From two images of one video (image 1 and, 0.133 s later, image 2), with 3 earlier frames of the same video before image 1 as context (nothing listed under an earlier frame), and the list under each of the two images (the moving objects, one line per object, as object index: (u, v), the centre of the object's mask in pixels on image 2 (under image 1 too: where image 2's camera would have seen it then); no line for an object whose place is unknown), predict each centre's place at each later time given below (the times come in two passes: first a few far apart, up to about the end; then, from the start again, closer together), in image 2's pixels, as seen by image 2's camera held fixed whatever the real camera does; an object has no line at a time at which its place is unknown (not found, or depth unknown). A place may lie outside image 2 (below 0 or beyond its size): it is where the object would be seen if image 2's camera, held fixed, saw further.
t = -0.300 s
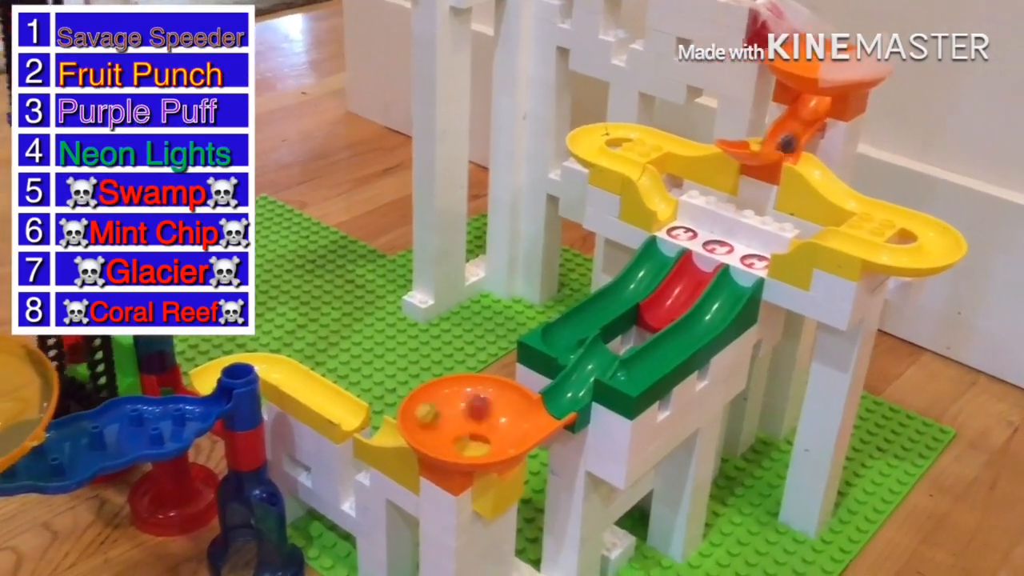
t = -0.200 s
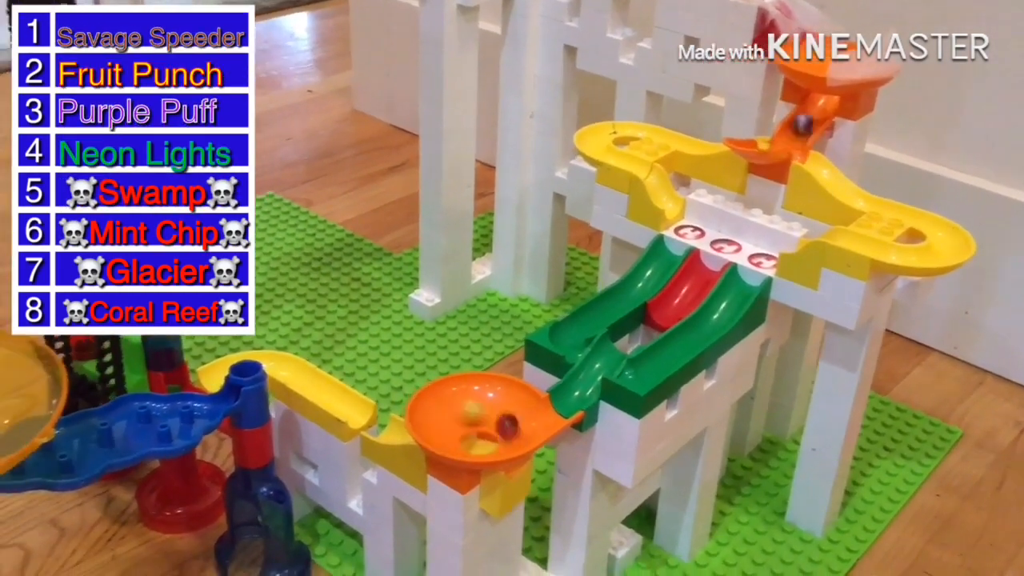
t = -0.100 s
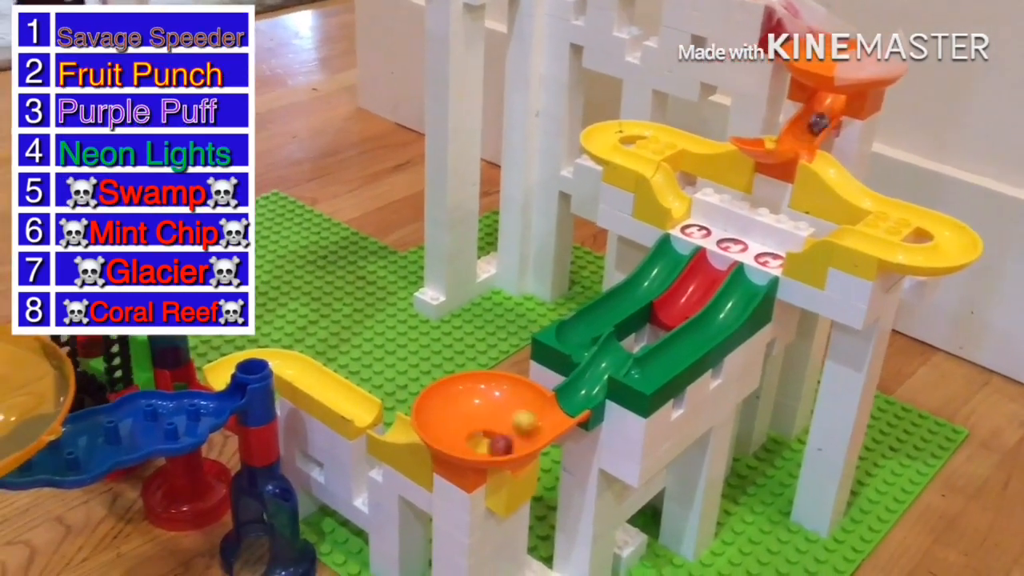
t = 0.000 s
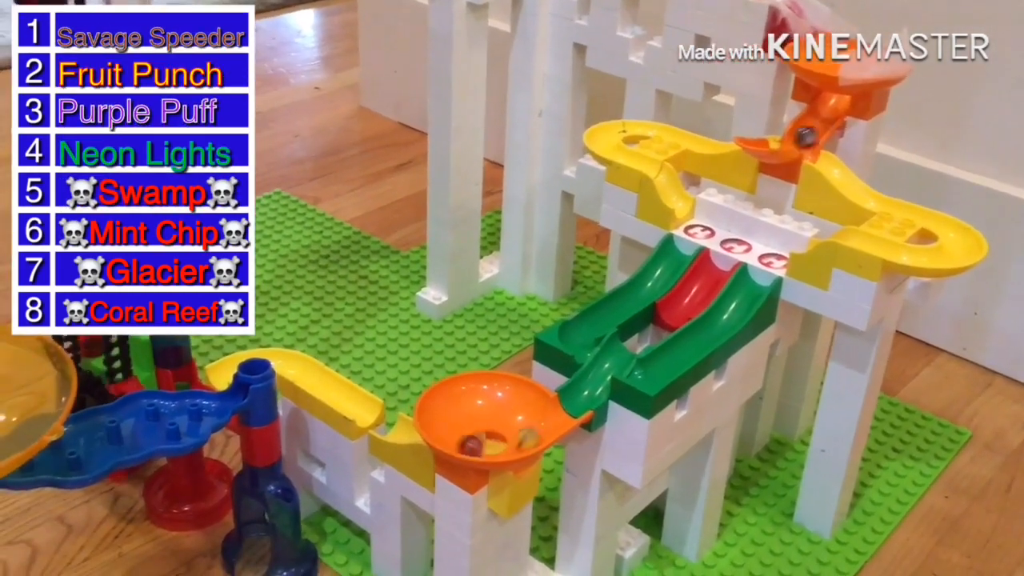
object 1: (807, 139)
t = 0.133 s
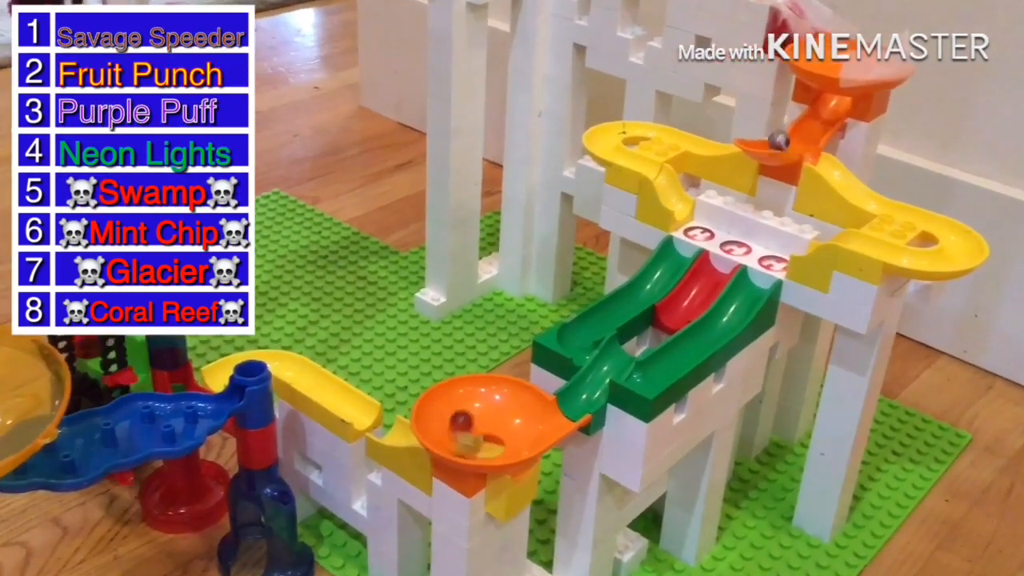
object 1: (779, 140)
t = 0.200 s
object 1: (774, 143)
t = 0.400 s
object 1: (670, 136)
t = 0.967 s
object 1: (783, 252)
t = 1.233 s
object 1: (740, 238)
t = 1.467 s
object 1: (715, 236)
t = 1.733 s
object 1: (691, 253)
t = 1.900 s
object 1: (620, 309)
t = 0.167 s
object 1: (778, 145)
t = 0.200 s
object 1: (774, 143)
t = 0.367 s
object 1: (689, 143)
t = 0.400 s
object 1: (670, 136)
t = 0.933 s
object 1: (784, 252)
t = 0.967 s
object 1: (783, 252)
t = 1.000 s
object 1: (772, 247)
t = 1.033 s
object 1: (763, 243)
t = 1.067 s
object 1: (756, 240)
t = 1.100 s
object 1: (752, 239)
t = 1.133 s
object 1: (749, 238)
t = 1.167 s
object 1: (746, 238)
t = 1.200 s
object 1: (742, 237)
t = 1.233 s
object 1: (740, 238)
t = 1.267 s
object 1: (735, 237)
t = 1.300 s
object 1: (732, 236)
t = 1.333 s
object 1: (728, 235)
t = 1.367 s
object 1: (725, 236)
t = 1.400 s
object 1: (722, 236)
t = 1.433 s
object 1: (719, 236)
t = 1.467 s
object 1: (715, 236)
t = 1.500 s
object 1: (712, 237)
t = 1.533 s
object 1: (710, 238)
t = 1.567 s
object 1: (707, 239)
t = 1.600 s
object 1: (705, 240)
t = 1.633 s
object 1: (703, 240)
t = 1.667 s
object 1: (700, 243)
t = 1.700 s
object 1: (695, 248)
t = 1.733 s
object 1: (691, 253)
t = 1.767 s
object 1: (682, 266)
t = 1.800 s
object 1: (669, 281)
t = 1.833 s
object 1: (655, 292)
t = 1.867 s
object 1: (641, 300)
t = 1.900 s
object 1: (620, 309)
